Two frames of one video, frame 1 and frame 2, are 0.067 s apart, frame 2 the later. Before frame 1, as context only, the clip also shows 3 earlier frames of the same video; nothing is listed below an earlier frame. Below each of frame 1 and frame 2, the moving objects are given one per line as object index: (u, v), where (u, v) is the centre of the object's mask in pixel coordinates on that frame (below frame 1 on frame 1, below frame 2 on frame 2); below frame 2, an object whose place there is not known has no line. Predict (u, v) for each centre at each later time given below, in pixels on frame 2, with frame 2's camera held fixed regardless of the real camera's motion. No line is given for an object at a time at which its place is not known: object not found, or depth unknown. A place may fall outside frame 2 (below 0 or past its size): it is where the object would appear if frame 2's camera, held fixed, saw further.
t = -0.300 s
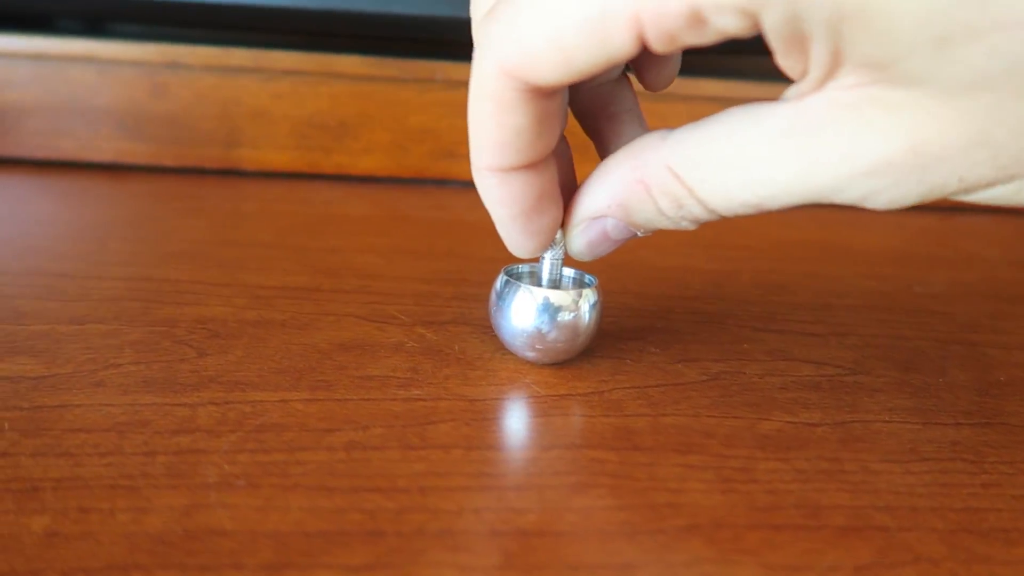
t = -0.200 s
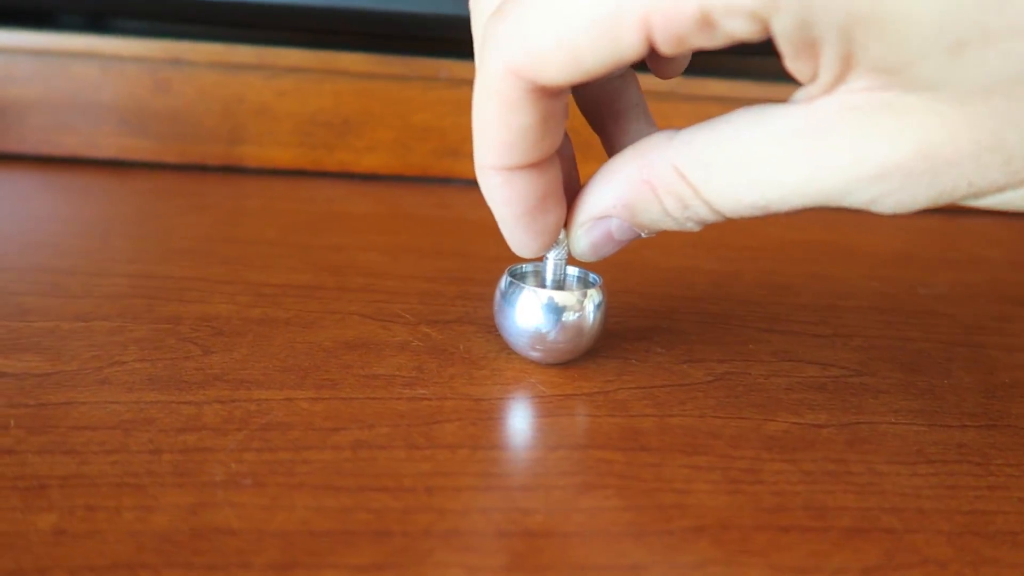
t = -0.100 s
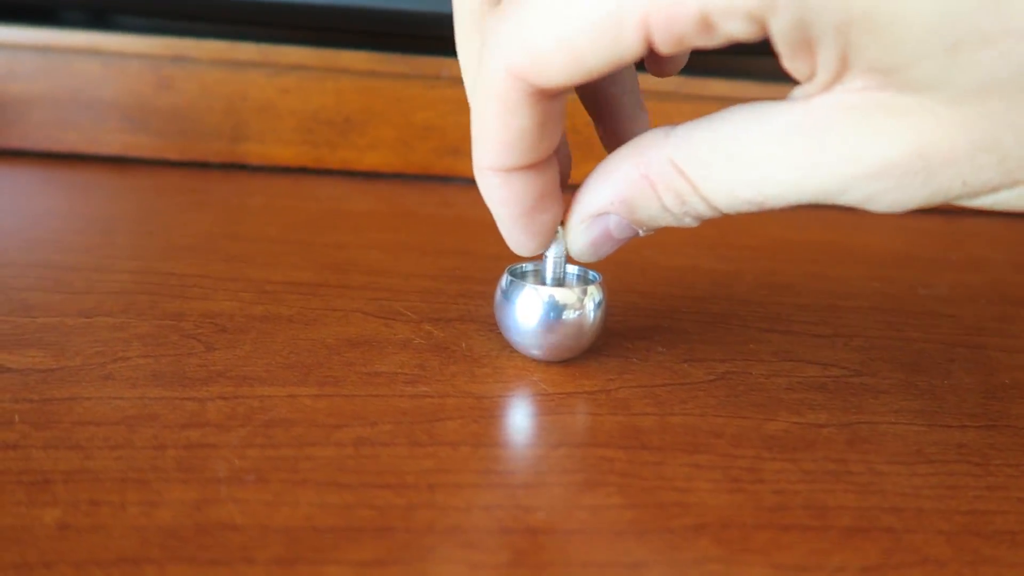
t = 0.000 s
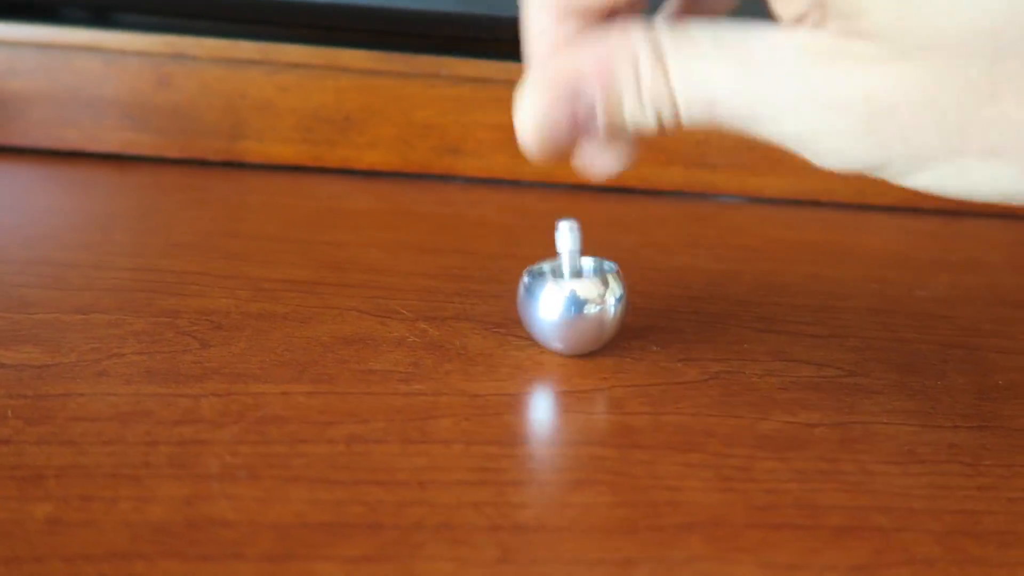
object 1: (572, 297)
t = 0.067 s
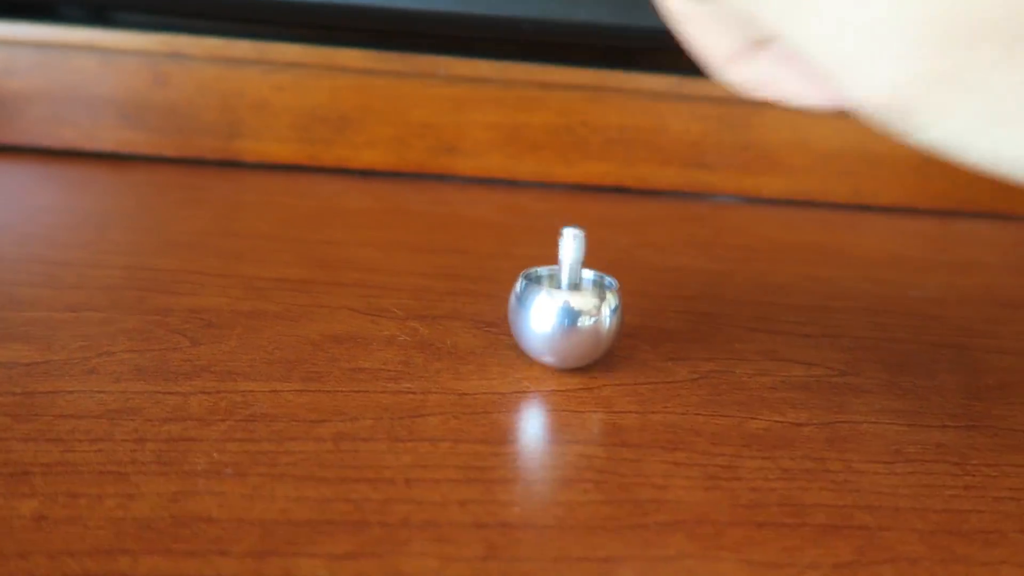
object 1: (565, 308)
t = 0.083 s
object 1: (563, 311)
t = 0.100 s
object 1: (564, 315)
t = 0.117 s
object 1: (563, 318)
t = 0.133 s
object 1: (562, 322)
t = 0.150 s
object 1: (562, 325)
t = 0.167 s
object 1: (561, 329)
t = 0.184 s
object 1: (560, 332)
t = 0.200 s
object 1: (560, 336)
